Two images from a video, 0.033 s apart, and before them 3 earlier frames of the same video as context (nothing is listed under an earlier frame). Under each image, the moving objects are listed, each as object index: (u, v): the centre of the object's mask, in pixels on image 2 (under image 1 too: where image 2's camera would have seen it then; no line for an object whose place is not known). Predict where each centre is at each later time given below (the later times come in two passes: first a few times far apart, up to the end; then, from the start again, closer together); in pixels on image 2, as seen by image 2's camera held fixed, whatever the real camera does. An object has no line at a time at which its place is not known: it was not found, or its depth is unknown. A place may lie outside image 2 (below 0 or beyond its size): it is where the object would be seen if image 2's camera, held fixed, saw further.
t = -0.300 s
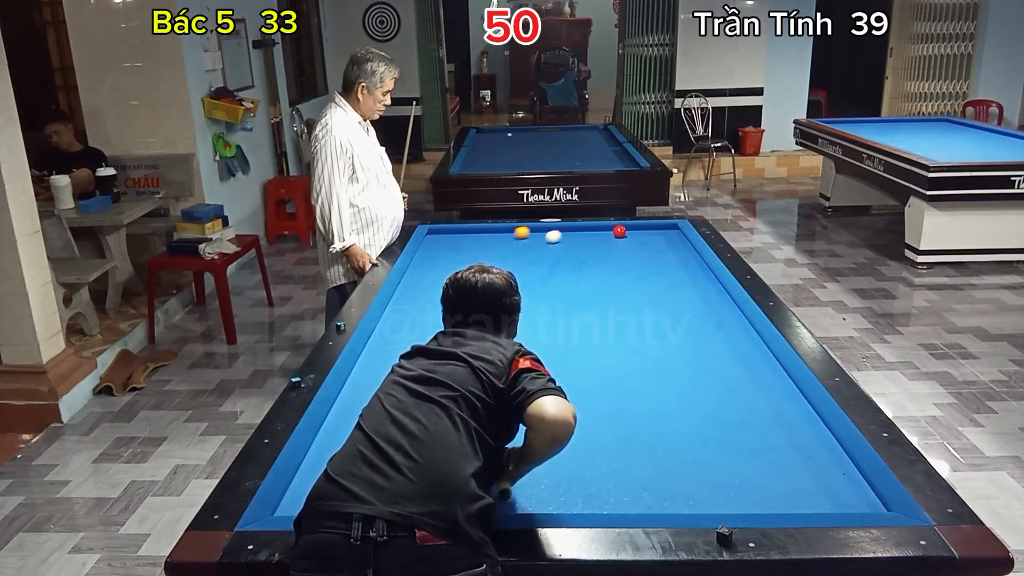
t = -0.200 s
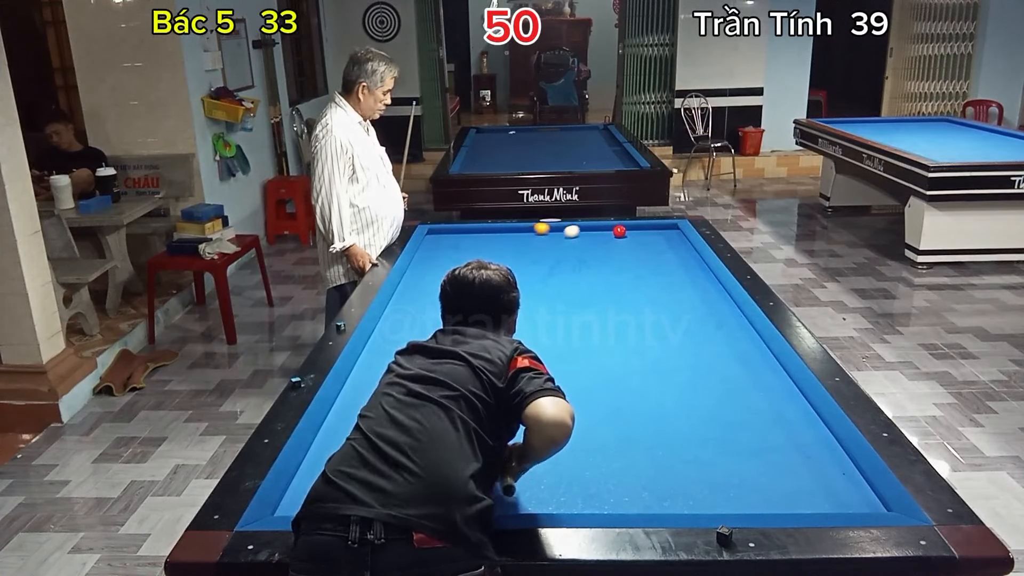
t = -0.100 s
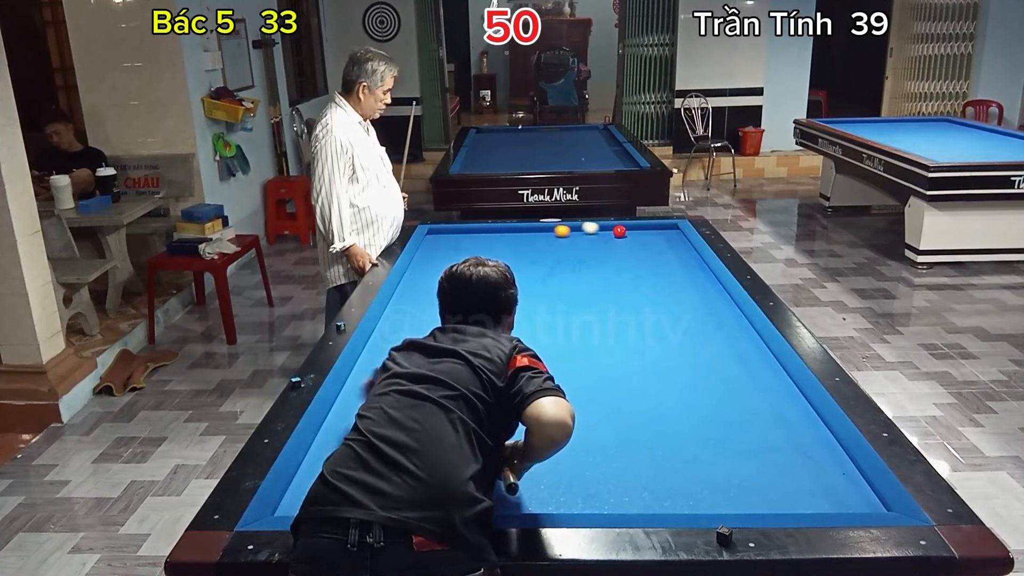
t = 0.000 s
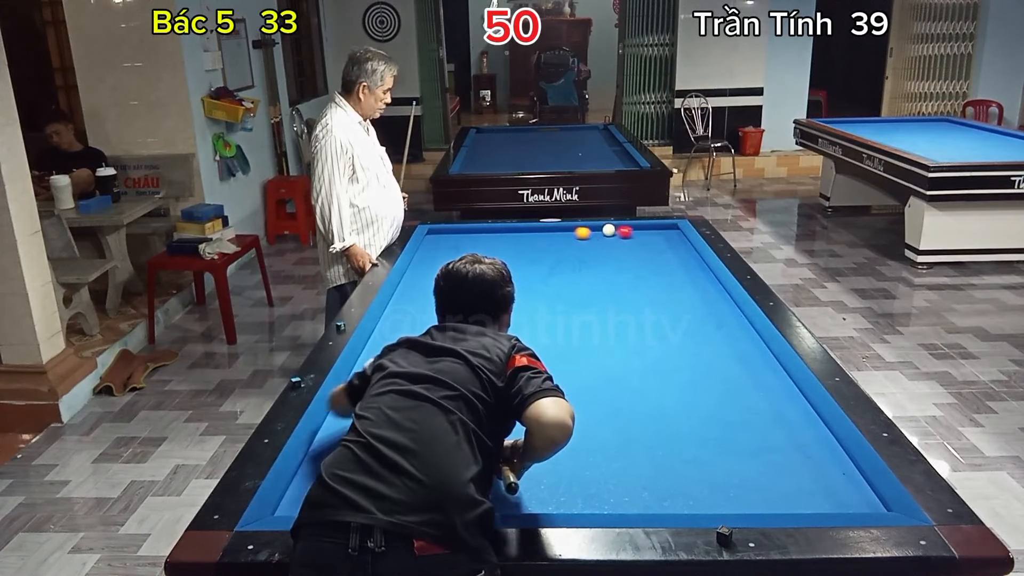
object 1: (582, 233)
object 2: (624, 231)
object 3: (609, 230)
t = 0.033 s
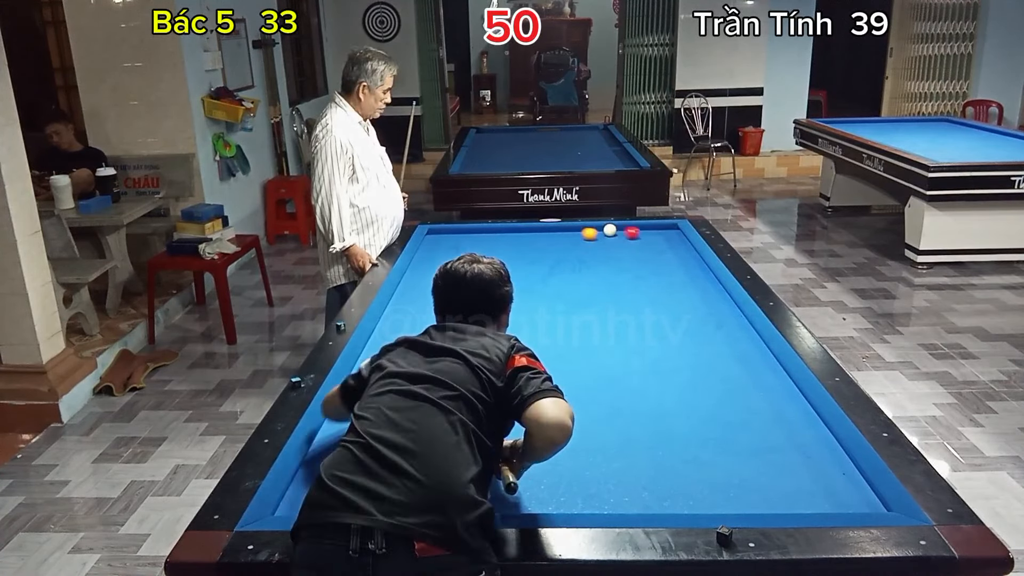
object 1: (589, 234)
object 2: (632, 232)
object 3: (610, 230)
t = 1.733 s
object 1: (647, 337)
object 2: (667, 233)
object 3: (657, 227)
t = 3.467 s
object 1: (469, 456)
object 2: (662, 233)
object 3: (657, 225)
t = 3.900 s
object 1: (417, 422)
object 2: (662, 233)
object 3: (657, 225)
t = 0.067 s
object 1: (596, 235)
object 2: (639, 233)
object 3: (612, 230)
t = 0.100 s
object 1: (603, 236)
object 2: (644, 233)
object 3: (614, 230)
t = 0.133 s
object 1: (610, 236)
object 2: (650, 234)
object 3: (616, 229)
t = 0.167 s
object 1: (618, 237)
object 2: (656, 235)
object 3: (618, 228)
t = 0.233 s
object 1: (633, 238)
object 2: (667, 236)
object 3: (622, 230)
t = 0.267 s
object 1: (640, 239)
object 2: (674, 237)
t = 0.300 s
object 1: (647, 240)
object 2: (679, 238)
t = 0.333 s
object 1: (655, 240)
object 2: (681, 238)
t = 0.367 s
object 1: (663, 242)
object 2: (678, 239)
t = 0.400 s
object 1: (668, 243)
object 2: (678, 238)
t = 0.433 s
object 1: (672, 245)
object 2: (678, 236)
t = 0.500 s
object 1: (681, 248)
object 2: (677, 236)
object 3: (639, 231)
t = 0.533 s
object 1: (686, 250)
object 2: (677, 237)
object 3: (641, 231)
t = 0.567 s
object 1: (691, 252)
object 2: (677, 236)
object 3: (644, 231)
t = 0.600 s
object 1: (691, 254)
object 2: (677, 236)
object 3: (646, 231)
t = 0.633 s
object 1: (690, 256)
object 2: (678, 236)
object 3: (648, 231)
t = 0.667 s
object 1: (689, 258)
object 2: (678, 235)
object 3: (650, 231)
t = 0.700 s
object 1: (688, 260)
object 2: (678, 235)
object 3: (652, 231)
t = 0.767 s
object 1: (685, 264)
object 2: (678, 234)
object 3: (656, 231)
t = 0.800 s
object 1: (684, 266)
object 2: (678, 234)
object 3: (658, 231)
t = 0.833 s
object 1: (683, 268)
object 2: (678, 233)
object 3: (660, 231)
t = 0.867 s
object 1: (682, 270)
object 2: (678, 233)
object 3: (662, 231)
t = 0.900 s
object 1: (681, 272)
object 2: (678, 233)
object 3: (664, 232)
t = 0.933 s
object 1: (680, 274)
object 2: (678, 233)
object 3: (665, 232)
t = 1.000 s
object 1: (678, 278)
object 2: (677, 233)
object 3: (665, 231)
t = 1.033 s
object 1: (677, 281)
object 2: (677, 233)
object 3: (664, 231)
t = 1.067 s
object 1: (676, 283)
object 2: (676, 233)
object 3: (664, 231)
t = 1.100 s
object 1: (674, 285)
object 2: (675, 233)
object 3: (664, 231)
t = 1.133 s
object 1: (673, 288)
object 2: (675, 233)
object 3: (663, 230)
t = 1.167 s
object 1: (672, 290)
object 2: (674, 233)
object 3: (663, 230)
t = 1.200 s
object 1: (671, 293)
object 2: (674, 233)
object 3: (663, 230)
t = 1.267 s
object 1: (668, 297)
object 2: (672, 233)
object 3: (662, 229)
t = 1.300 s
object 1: (667, 300)
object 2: (672, 233)
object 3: (662, 229)
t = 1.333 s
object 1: (665, 303)
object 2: (672, 233)
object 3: (661, 229)
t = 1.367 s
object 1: (664, 305)
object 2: (671, 233)
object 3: (661, 229)
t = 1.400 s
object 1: (663, 308)
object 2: (671, 233)
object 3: (661, 229)
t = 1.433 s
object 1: (661, 310)
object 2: (670, 233)
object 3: (660, 229)
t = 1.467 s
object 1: (660, 313)
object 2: (670, 233)
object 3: (660, 228)
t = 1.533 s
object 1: (657, 319)
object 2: (669, 233)
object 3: (659, 228)
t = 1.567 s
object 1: (655, 322)
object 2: (669, 233)
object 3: (659, 228)
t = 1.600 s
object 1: (653, 325)
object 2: (668, 233)
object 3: (659, 228)
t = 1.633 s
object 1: (652, 328)
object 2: (668, 233)
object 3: (658, 227)
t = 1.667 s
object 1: (650, 331)
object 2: (667, 233)
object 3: (658, 227)
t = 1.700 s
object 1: (648, 334)
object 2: (667, 233)
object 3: (658, 227)
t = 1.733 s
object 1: (647, 337)
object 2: (667, 233)
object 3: (657, 227)
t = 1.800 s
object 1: (643, 343)
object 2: (666, 233)
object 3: (657, 227)
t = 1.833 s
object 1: (641, 347)
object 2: (666, 233)
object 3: (657, 227)
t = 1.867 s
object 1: (640, 350)
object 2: (666, 233)
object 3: (656, 227)
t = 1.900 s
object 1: (638, 354)
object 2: (665, 233)
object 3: (656, 226)
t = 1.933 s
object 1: (636, 357)
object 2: (665, 233)
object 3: (656, 226)
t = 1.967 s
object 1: (634, 361)
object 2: (665, 233)
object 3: (656, 226)
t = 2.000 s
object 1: (632, 364)
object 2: (665, 233)
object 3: (655, 226)
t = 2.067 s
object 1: (628, 372)
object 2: (664, 233)
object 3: (655, 226)
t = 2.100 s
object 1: (625, 376)
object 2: (664, 233)
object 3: (655, 226)
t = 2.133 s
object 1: (623, 380)
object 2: (664, 233)
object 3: (655, 226)
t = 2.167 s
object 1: (621, 384)
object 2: (664, 233)
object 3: (655, 226)
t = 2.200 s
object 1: (619, 388)
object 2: (664, 233)
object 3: (655, 226)
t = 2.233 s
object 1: (616, 392)
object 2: (663, 233)
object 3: (655, 226)
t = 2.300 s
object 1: (612, 400)
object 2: (663, 233)
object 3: (655, 226)
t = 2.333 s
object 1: (609, 405)
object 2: (663, 233)
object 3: (655, 226)
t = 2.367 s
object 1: (607, 409)
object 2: (663, 233)
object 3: (655, 226)
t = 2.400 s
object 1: (604, 414)
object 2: (663, 233)
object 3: (655, 226)
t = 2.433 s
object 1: (601, 419)
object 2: (663, 233)
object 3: (655, 226)
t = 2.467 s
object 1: (599, 424)
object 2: (663, 233)
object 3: (656, 226)
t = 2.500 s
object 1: (596, 429)
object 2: (662, 233)
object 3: (656, 226)
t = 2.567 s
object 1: (590, 439)
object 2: (662, 233)
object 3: (656, 226)
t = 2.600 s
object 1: (587, 444)
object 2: (662, 233)
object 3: (656, 226)
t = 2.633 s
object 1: (584, 449)
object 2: (662, 233)
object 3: (656, 226)
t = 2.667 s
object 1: (581, 455)
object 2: (662, 233)
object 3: (656, 226)
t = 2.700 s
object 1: (577, 460)
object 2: (662, 233)
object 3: (656, 226)
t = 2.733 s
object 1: (574, 466)
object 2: (662, 233)
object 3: (656, 226)
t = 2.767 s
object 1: (571, 472)
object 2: (662, 233)
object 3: (656, 226)
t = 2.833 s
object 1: (563, 485)
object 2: (662, 233)
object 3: (657, 226)
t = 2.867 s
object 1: (560, 491)
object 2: (662, 233)
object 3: (657, 225)
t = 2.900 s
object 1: (556, 496)
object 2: (662, 233)
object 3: (657, 226)
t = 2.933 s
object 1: (552, 500)
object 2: (662, 233)
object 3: (657, 225)
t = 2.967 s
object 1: (548, 503)
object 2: (662, 233)
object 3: (657, 225)
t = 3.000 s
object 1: (541, 501)
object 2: (662, 233)
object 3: (657, 225)
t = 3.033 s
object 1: (535, 499)
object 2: (662, 233)
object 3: (657, 225)
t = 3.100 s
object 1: (524, 492)
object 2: (662, 233)
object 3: (657, 225)
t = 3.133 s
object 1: (519, 489)
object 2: (662, 233)
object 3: (657, 225)
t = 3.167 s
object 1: (513, 485)
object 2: (662, 233)
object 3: (657, 225)
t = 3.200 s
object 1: (508, 482)
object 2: (662, 233)
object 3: (657, 225)
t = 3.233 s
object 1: (503, 478)
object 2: (662, 233)
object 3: (657, 225)
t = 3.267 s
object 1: (498, 475)
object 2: (662, 233)
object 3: (657, 225)
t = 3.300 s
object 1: (493, 472)
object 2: (662, 233)
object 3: (657, 225)
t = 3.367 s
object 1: (483, 465)
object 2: (662, 233)
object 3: (657, 225)
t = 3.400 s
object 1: (479, 462)
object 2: (662, 233)
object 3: (657, 225)
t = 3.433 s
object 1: (474, 459)
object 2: (662, 233)
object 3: (657, 225)
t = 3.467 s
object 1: (469, 456)
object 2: (662, 233)
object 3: (657, 225)
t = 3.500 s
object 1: (465, 453)
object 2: (662, 233)
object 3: (657, 225)
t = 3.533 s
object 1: (460, 450)
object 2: (662, 233)
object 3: (657, 225)
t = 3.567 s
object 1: (456, 447)
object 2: (662, 233)
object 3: (657, 225)
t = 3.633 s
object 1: (448, 442)
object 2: (662, 233)
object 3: (657, 225)
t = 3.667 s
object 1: (444, 439)
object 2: (662, 233)
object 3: (657, 225)
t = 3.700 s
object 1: (440, 436)
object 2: (662, 233)
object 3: (657, 225)
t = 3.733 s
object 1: (436, 434)
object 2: (662, 233)
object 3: (657, 225)
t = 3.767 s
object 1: (432, 431)
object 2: (662, 233)
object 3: (657, 225)
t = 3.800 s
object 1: (428, 429)
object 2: (662, 233)
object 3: (657, 225)
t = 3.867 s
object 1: (421, 424)
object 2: (662, 233)
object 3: (657, 225)
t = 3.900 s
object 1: (417, 422)
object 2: (662, 233)
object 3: (657, 225)
